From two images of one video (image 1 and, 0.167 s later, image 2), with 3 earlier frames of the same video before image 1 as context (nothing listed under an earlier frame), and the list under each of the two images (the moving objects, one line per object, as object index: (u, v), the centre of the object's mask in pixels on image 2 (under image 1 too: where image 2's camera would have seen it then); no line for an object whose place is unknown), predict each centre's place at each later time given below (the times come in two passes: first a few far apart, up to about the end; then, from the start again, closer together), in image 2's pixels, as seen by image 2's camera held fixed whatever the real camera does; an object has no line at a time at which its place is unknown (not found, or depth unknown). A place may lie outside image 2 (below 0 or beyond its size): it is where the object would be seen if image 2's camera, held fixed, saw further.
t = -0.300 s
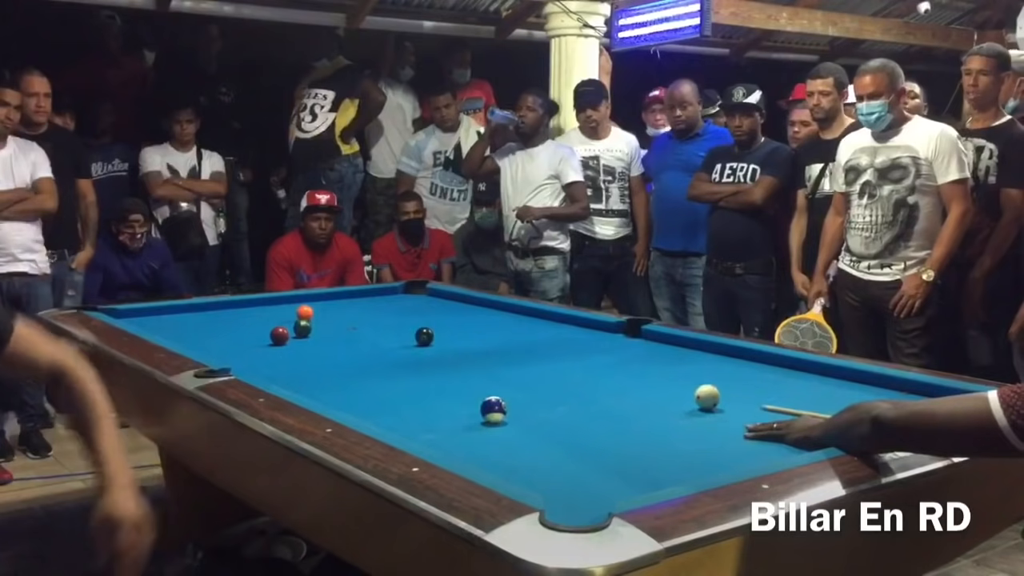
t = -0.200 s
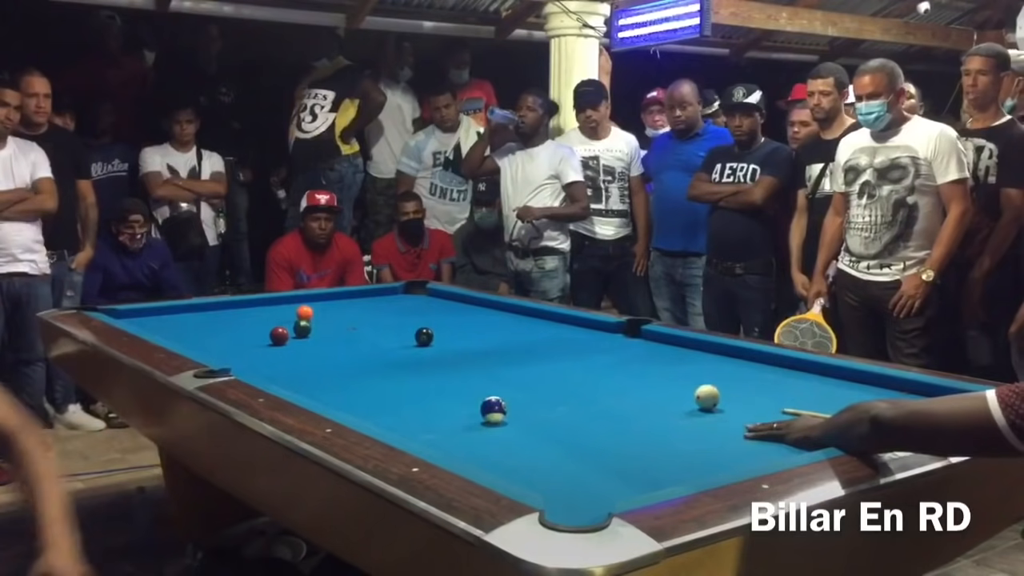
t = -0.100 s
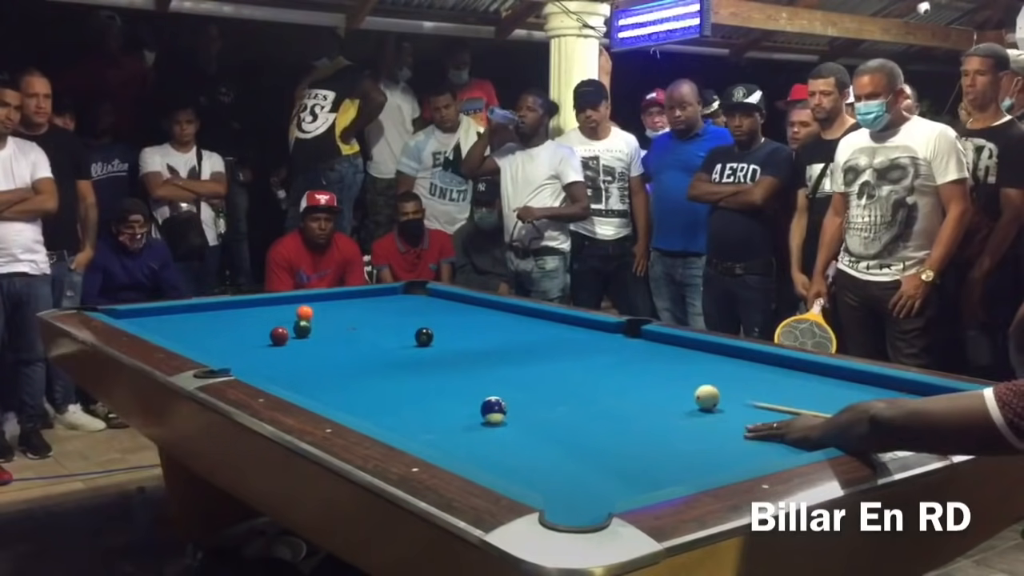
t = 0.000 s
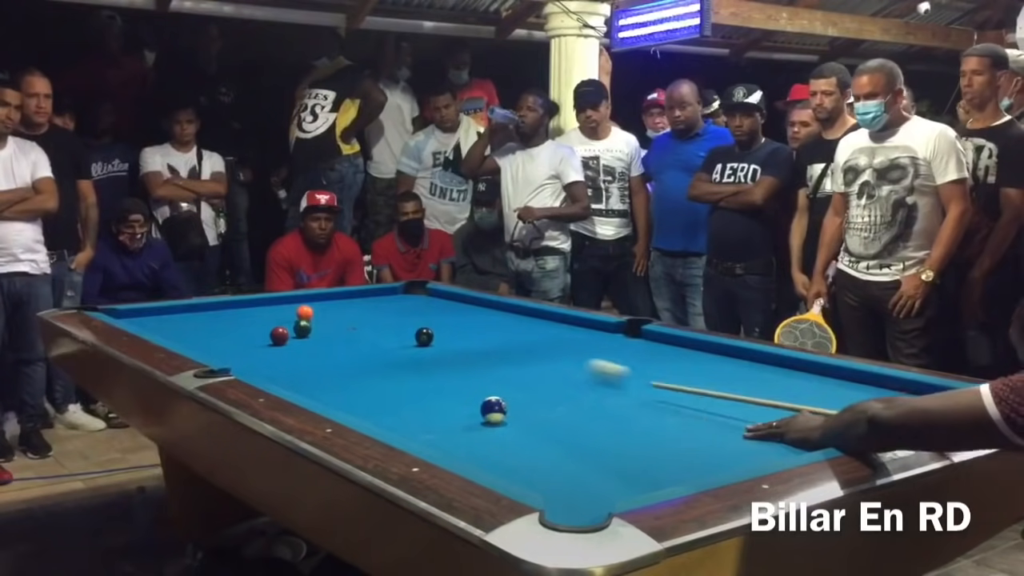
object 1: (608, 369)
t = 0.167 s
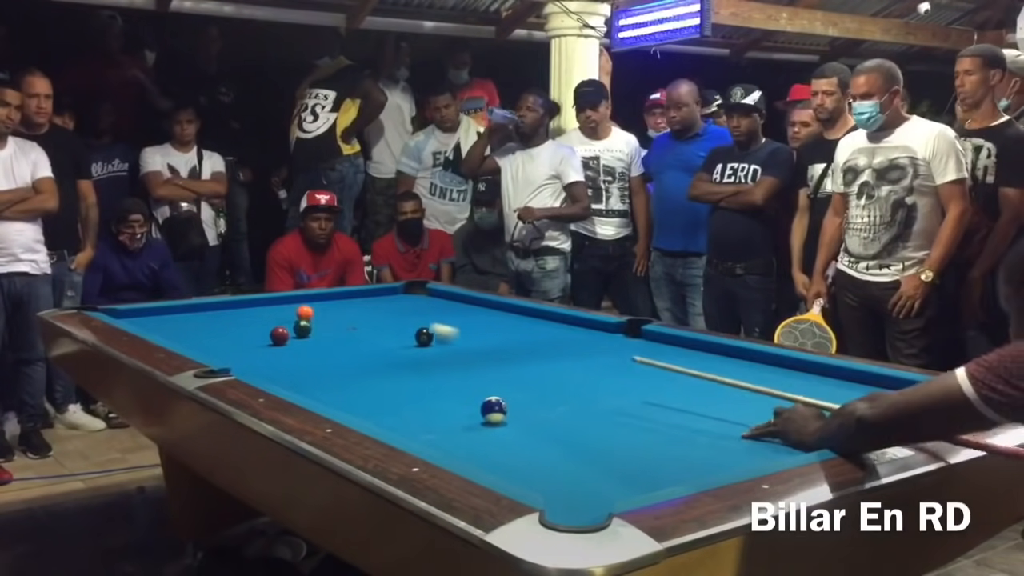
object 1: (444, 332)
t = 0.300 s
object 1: (355, 312)
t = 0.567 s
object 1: (322, 311)
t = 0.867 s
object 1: (429, 320)
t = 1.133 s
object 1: (528, 332)
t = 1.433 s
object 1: (652, 349)
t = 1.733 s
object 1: (782, 365)
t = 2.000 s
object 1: (842, 381)
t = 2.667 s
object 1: (867, 402)
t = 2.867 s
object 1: (822, 399)
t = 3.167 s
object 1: (748, 389)
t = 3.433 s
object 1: (691, 381)
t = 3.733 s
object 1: (633, 373)
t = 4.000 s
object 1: (587, 367)
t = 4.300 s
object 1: (541, 361)
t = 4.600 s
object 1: (500, 356)
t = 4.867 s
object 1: (468, 351)
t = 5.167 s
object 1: (435, 346)
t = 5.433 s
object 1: (408, 342)
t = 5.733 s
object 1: (382, 339)
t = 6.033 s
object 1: (360, 335)
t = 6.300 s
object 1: (341, 333)
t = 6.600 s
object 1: (323, 330)
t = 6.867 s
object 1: (319, 328)
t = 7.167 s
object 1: (318, 327)
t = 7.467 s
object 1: (317, 326)
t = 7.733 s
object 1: (316, 326)
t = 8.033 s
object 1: (316, 325)
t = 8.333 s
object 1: (316, 325)
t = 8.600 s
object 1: (316, 325)
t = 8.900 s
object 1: (316, 325)
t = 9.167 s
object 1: (316, 325)
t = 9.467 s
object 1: (316, 325)
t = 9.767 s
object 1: (316, 325)
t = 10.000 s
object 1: (316, 325)
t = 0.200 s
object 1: (418, 324)
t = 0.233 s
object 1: (396, 320)
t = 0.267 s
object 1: (374, 316)
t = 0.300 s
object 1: (355, 312)
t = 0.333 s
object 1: (336, 308)
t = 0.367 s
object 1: (319, 303)
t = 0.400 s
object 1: (302, 298)
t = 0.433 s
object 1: (295, 298)
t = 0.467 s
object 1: (300, 301)
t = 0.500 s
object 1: (305, 303)
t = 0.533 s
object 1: (313, 308)
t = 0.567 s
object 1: (322, 311)
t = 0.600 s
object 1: (336, 312)
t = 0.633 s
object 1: (348, 313)
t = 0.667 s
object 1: (359, 314)
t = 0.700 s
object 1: (370, 315)
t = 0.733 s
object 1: (382, 316)
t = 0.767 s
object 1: (393, 318)
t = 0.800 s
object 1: (404, 319)
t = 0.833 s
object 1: (417, 320)
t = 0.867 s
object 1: (429, 320)
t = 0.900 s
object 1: (440, 322)
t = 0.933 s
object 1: (453, 324)
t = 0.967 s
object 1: (464, 325)
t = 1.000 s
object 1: (477, 327)
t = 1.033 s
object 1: (489, 328)
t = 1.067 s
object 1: (502, 330)
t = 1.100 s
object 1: (515, 331)
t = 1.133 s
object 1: (528, 332)
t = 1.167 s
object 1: (541, 334)
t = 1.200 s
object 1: (554, 335)
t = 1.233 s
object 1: (567, 337)
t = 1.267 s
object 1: (581, 338)
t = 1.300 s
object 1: (595, 340)
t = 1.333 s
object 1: (609, 341)
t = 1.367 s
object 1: (623, 342)
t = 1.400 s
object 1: (637, 344)
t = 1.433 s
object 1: (652, 349)
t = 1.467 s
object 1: (669, 346)
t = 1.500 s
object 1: (683, 345)
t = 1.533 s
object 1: (698, 347)
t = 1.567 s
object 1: (713, 349)
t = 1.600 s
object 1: (729, 350)
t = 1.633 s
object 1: (746, 351)
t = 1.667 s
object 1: (762, 352)
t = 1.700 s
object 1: (777, 358)
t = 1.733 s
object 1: (782, 365)
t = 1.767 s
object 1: (789, 365)
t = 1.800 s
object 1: (796, 366)
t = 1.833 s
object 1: (803, 368)
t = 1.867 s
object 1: (811, 371)
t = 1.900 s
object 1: (819, 373)
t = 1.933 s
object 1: (826, 376)
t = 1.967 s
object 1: (834, 378)
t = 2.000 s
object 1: (842, 381)
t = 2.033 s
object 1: (850, 383)
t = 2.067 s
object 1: (858, 386)
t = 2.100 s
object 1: (864, 388)
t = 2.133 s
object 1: (868, 388)
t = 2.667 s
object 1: (867, 402)
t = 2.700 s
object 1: (863, 404)
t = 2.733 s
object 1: (858, 404)
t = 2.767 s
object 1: (849, 403)
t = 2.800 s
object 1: (840, 402)
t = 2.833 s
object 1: (831, 400)
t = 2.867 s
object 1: (822, 399)
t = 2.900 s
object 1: (813, 398)
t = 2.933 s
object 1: (805, 397)
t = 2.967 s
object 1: (796, 395)
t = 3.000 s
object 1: (788, 395)
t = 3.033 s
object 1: (780, 393)
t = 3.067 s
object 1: (771, 392)
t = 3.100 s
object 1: (763, 391)
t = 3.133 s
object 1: (756, 390)
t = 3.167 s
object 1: (748, 389)
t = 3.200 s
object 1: (741, 388)
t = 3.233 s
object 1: (733, 387)
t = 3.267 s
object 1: (726, 386)
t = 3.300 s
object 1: (718, 385)
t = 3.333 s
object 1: (711, 384)
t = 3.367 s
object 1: (704, 383)
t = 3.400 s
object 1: (697, 382)
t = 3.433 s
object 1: (691, 381)
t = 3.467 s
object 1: (684, 380)
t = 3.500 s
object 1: (677, 379)
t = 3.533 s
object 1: (671, 378)
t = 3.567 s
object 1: (664, 377)
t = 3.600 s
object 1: (658, 376)
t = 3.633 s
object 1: (651, 375)
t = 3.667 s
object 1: (645, 375)
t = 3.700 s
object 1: (639, 374)
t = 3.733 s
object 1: (633, 373)
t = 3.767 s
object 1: (627, 372)
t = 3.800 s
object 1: (621, 372)
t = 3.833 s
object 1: (615, 371)
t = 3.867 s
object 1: (610, 370)
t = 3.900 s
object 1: (603, 369)
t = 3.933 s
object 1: (598, 368)
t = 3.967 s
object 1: (592, 368)
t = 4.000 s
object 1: (587, 367)
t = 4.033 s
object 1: (582, 366)
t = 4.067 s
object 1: (576, 365)
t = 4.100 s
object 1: (571, 365)
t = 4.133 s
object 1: (566, 364)
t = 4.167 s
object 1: (561, 364)
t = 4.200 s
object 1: (556, 363)
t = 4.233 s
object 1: (551, 362)
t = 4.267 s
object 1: (546, 362)
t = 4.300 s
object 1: (541, 361)
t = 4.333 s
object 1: (536, 360)
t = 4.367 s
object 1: (532, 360)
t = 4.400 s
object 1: (527, 359)
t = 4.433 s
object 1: (522, 358)
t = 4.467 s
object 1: (518, 358)
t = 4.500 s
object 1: (514, 357)
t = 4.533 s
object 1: (509, 357)
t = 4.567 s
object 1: (505, 356)
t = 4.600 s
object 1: (500, 356)
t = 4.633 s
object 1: (496, 355)
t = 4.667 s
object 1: (492, 354)
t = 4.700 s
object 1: (488, 354)
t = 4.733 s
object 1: (484, 353)
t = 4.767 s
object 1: (480, 352)
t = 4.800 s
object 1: (476, 352)
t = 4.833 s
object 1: (471, 351)
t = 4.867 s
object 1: (468, 351)
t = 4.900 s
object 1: (464, 350)
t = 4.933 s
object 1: (460, 350)
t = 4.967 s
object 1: (456, 349)
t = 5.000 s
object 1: (453, 349)
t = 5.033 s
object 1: (449, 348)
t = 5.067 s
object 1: (446, 348)
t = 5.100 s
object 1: (442, 347)
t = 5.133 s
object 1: (438, 347)
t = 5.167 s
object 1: (435, 346)
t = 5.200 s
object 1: (431, 345)
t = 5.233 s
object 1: (428, 345)
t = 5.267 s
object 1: (425, 344)
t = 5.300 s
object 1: (421, 344)
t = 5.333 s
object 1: (418, 344)
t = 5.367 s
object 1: (415, 343)
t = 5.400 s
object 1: (412, 343)
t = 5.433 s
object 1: (408, 342)
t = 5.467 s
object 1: (406, 342)
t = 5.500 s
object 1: (402, 341)
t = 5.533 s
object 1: (399, 341)
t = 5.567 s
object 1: (397, 340)
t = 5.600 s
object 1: (394, 340)
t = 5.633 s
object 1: (391, 340)
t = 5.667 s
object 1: (388, 339)
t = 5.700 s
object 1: (385, 339)
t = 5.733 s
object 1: (382, 339)
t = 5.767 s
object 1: (380, 338)
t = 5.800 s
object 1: (377, 338)
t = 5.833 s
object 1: (375, 337)
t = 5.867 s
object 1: (372, 337)
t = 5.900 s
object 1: (370, 336)
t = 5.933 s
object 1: (367, 336)
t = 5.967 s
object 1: (364, 336)
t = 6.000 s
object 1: (362, 335)
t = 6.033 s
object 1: (360, 335)
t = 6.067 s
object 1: (357, 335)
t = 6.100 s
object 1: (355, 334)
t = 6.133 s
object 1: (352, 334)
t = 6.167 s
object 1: (350, 334)
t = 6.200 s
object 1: (348, 334)
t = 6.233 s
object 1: (346, 333)
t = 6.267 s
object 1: (343, 333)
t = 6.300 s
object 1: (341, 333)
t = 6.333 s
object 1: (339, 332)
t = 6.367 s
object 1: (337, 332)
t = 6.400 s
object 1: (335, 331)
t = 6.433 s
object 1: (333, 331)
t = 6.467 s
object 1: (331, 331)
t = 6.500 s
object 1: (329, 331)
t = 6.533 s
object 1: (327, 330)
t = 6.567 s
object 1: (325, 330)
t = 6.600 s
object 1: (323, 330)
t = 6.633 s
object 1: (322, 329)
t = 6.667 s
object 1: (320, 329)
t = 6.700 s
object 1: (320, 329)
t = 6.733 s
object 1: (320, 329)
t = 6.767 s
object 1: (319, 328)
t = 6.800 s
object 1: (320, 328)
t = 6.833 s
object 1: (319, 328)
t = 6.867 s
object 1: (319, 328)
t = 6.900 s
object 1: (319, 328)
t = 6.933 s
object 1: (319, 328)
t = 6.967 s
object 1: (319, 328)
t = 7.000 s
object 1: (319, 327)
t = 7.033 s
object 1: (318, 327)
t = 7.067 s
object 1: (318, 327)
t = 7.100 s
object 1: (318, 327)
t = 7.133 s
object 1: (318, 327)
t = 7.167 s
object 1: (318, 327)
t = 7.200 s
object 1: (318, 327)
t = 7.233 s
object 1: (318, 326)
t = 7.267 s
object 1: (317, 326)
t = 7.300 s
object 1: (317, 326)
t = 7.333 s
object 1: (317, 326)
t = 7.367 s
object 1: (317, 326)
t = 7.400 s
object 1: (317, 326)
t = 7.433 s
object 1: (317, 326)
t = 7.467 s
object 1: (317, 326)
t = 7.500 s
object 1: (317, 326)
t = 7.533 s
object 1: (317, 326)
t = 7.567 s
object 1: (317, 326)
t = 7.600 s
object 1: (317, 326)
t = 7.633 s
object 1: (317, 326)
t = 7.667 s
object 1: (317, 326)
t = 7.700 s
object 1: (317, 326)
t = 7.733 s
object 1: (316, 326)
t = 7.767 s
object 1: (316, 325)
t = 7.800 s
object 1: (316, 325)
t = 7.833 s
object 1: (316, 325)
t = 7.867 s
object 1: (316, 325)
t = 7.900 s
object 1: (316, 325)
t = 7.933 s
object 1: (316, 325)
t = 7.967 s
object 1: (316, 325)
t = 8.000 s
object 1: (316, 325)
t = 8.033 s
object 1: (316, 325)
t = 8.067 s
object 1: (316, 325)
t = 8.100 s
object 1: (316, 325)
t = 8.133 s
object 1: (316, 325)
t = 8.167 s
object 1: (316, 325)
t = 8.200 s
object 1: (316, 325)
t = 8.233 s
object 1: (316, 325)
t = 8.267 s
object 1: (316, 325)
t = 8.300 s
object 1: (316, 325)
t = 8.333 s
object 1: (316, 325)
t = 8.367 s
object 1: (316, 325)
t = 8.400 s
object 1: (316, 325)
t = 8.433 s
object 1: (316, 325)
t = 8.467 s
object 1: (316, 325)
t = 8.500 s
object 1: (316, 325)
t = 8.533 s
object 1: (316, 325)
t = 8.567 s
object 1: (316, 325)
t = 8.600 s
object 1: (316, 325)
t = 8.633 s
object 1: (316, 325)
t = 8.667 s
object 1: (316, 325)
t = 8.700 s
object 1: (316, 325)
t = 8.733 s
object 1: (316, 325)
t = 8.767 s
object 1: (316, 325)
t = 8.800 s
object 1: (316, 325)
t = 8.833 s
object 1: (316, 325)
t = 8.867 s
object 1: (316, 325)
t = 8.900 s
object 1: (316, 325)
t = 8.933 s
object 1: (316, 325)
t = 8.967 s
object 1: (316, 325)
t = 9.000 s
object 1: (316, 325)
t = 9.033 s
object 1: (316, 325)
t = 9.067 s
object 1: (316, 325)
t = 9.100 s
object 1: (316, 325)
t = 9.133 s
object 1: (316, 325)
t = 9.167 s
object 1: (316, 325)
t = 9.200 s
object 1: (316, 325)
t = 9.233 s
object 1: (316, 325)
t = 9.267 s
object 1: (316, 325)
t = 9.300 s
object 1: (316, 325)
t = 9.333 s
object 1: (316, 325)
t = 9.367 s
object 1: (316, 325)
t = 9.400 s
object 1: (316, 325)
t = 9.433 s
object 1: (316, 325)
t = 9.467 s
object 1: (316, 325)
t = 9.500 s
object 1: (316, 325)
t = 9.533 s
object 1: (316, 325)
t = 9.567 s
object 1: (316, 325)
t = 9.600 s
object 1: (316, 325)
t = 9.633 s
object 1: (316, 325)
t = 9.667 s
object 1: (316, 325)
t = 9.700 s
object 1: (316, 325)
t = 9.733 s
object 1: (316, 325)
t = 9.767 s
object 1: (316, 325)
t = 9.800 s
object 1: (316, 325)
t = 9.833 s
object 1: (316, 325)
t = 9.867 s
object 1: (316, 325)
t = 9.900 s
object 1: (316, 325)
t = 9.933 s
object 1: (316, 325)
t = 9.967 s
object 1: (316, 325)
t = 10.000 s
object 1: (316, 325)
